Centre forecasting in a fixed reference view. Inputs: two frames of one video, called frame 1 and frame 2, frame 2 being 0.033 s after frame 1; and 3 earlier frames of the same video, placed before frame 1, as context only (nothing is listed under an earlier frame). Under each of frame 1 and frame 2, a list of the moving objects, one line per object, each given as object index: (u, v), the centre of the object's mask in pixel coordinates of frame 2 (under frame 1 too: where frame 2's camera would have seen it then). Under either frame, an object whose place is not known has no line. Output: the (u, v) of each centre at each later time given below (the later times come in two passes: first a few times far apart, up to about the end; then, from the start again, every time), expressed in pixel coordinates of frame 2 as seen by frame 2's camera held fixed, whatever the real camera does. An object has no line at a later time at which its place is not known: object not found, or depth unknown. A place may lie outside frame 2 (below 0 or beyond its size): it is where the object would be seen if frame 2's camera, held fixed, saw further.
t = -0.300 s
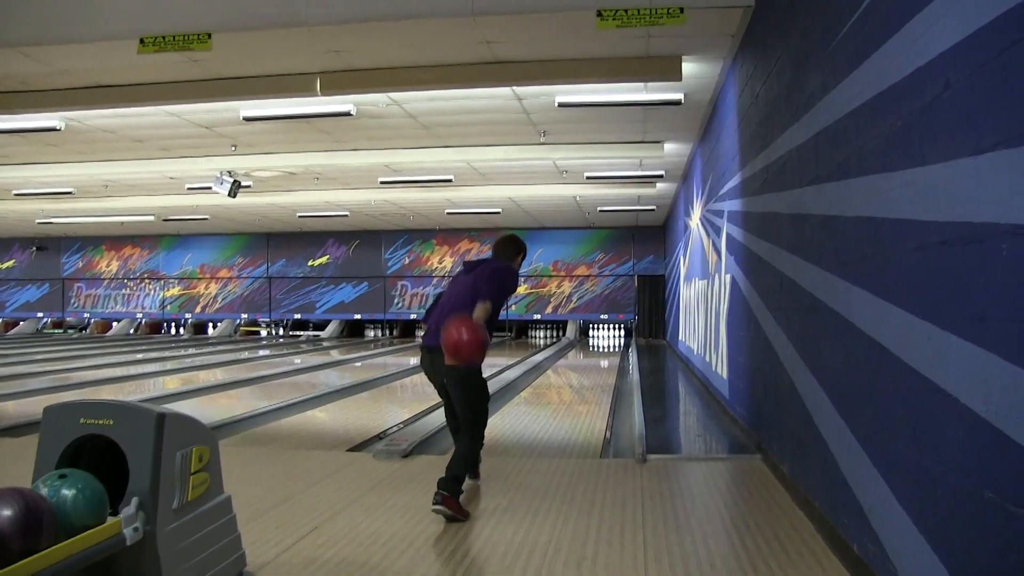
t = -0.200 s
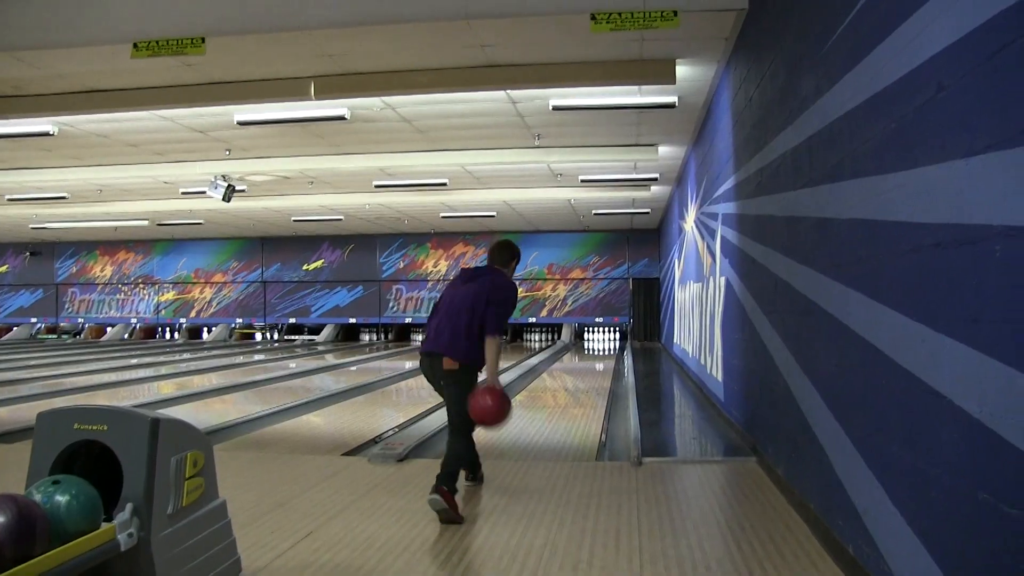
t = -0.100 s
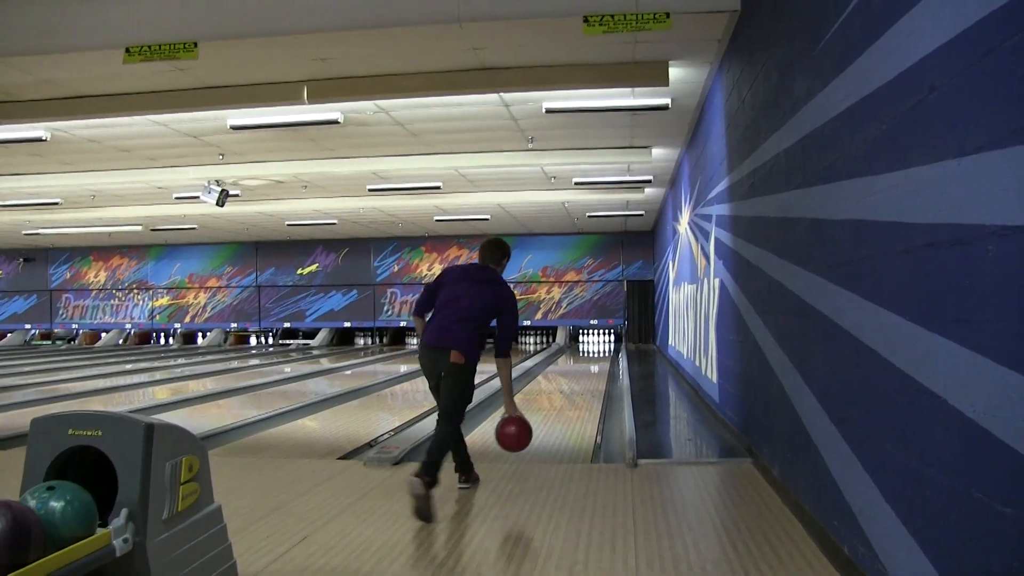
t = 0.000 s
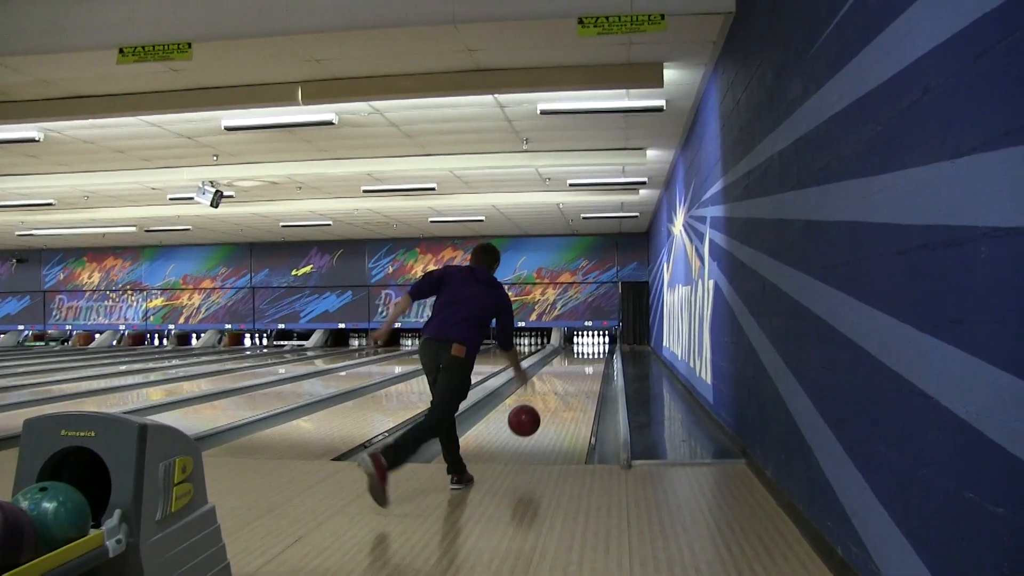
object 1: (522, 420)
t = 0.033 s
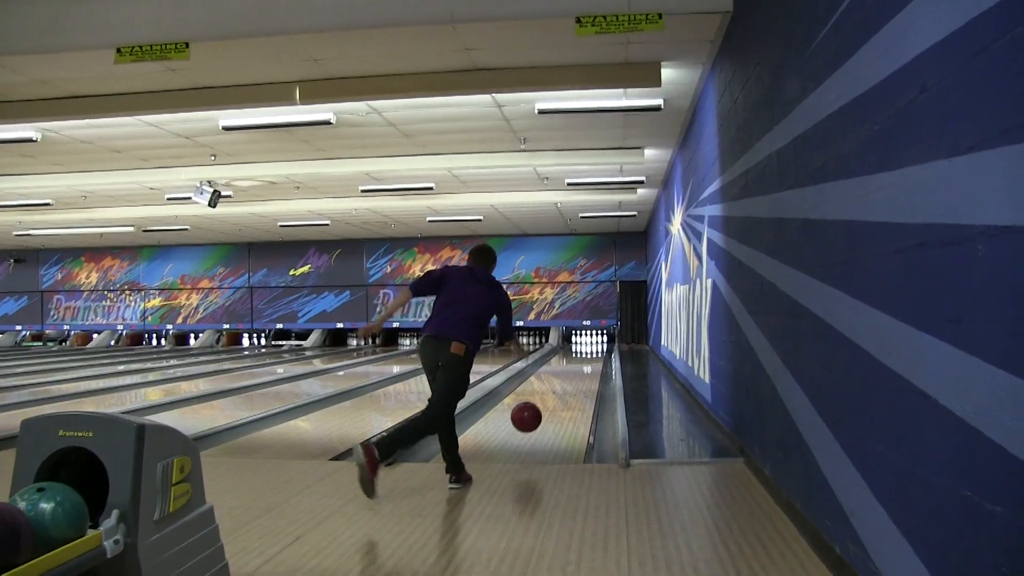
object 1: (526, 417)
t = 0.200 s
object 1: (542, 420)
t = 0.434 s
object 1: (555, 399)
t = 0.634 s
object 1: (563, 386)
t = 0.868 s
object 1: (570, 374)
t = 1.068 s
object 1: (574, 367)
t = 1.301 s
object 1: (578, 361)
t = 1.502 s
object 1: (580, 357)
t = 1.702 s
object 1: (581, 353)
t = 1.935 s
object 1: (584, 349)
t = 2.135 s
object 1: (588, 345)
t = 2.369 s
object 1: (591, 342)
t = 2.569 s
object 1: (592, 340)
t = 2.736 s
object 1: (592, 338)
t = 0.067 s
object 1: (530, 416)
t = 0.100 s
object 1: (533, 417)
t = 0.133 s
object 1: (536, 419)
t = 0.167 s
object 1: (539, 422)
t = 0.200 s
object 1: (542, 420)
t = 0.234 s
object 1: (544, 416)
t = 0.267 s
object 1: (546, 413)
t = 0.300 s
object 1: (548, 411)
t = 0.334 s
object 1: (550, 407)
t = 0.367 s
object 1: (552, 404)
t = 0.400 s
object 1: (553, 402)
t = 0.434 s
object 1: (555, 399)
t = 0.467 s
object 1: (557, 396)
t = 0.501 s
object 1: (558, 394)
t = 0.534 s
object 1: (559, 391)
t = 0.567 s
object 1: (561, 389)
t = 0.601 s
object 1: (562, 387)
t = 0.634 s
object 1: (563, 386)
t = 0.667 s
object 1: (564, 384)
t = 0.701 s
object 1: (565, 382)
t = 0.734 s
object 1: (566, 380)
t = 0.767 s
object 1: (567, 378)
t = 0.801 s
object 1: (568, 377)
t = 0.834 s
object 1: (569, 376)
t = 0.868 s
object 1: (570, 374)
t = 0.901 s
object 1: (571, 373)
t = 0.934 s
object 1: (571, 372)
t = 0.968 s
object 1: (572, 370)
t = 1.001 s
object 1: (573, 369)
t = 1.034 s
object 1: (574, 368)
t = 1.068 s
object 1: (574, 367)
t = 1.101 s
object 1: (575, 366)
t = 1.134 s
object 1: (576, 366)
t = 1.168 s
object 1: (576, 365)
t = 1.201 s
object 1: (577, 364)
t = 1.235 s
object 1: (577, 363)
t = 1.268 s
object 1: (577, 362)
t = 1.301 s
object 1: (578, 361)
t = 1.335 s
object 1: (579, 360)
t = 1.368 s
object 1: (579, 359)
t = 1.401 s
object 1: (579, 358)
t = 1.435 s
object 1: (579, 358)
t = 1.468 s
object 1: (580, 357)
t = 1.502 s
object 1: (580, 357)
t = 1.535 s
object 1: (580, 356)
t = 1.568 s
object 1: (580, 355)
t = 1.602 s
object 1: (580, 355)
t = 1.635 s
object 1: (581, 354)
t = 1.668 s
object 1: (581, 354)
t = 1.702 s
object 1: (581, 353)
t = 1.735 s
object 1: (581, 353)
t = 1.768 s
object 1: (582, 352)
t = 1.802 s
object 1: (582, 352)
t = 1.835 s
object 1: (583, 351)
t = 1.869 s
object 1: (584, 350)
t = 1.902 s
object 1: (584, 349)
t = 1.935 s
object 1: (584, 349)
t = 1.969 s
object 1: (585, 348)
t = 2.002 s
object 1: (586, 348)
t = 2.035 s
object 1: (587, 347)
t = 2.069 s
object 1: (587, 347)
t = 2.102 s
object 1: (588, 346)
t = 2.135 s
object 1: (588, 345)
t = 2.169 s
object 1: (589, 344)
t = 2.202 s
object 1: (589, 344)
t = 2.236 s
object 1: (590, 343)
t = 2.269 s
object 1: (590, 343)
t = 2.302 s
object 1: (590, 343)
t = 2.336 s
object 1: (590, 342)
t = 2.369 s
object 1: (591, 342)
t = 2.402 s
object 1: (591, 341)
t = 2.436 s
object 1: (591, 341)
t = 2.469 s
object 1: (591, 342)
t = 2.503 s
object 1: (591, 342)
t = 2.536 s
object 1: (591, 341)
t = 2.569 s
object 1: (592, 340)
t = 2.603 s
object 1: (593, 341)
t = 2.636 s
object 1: (593, 340)
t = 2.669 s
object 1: (592, 339)
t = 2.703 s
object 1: (591, 338)
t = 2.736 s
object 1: (592, 338)
